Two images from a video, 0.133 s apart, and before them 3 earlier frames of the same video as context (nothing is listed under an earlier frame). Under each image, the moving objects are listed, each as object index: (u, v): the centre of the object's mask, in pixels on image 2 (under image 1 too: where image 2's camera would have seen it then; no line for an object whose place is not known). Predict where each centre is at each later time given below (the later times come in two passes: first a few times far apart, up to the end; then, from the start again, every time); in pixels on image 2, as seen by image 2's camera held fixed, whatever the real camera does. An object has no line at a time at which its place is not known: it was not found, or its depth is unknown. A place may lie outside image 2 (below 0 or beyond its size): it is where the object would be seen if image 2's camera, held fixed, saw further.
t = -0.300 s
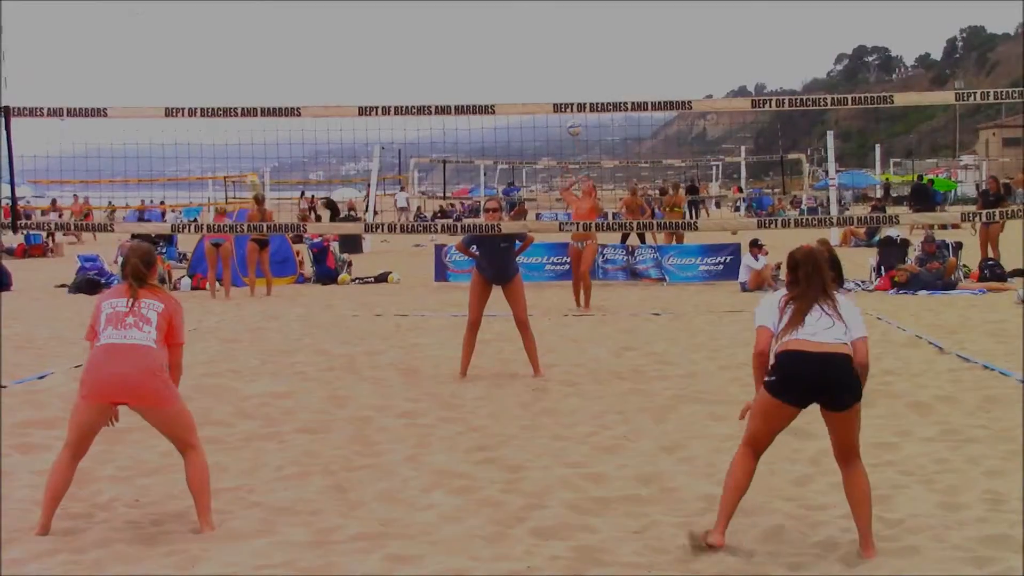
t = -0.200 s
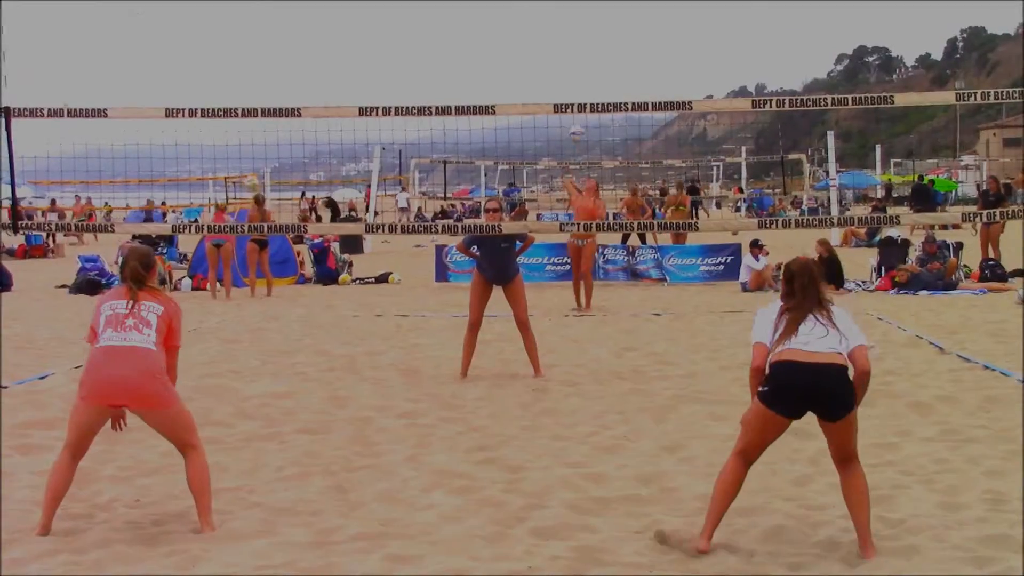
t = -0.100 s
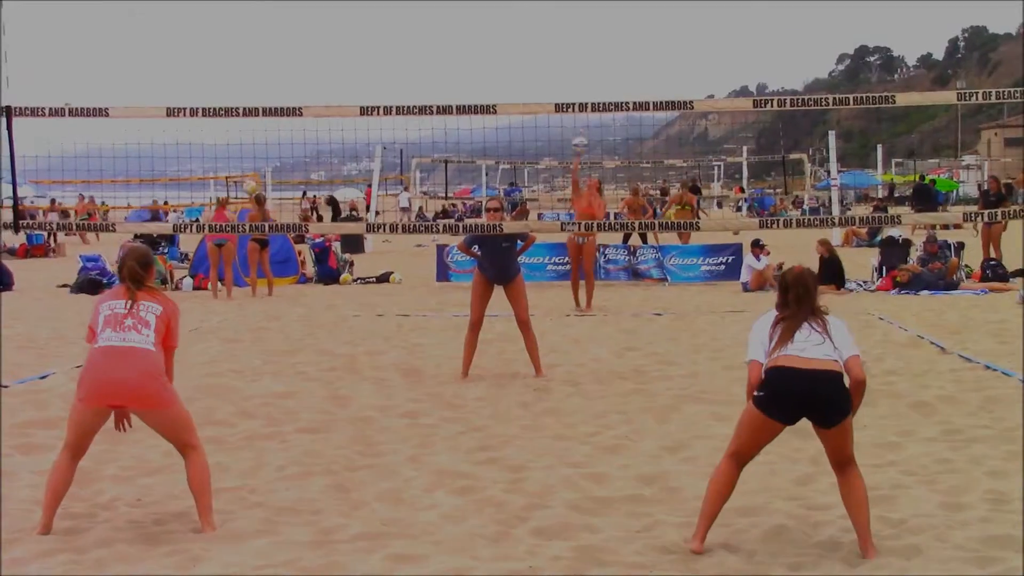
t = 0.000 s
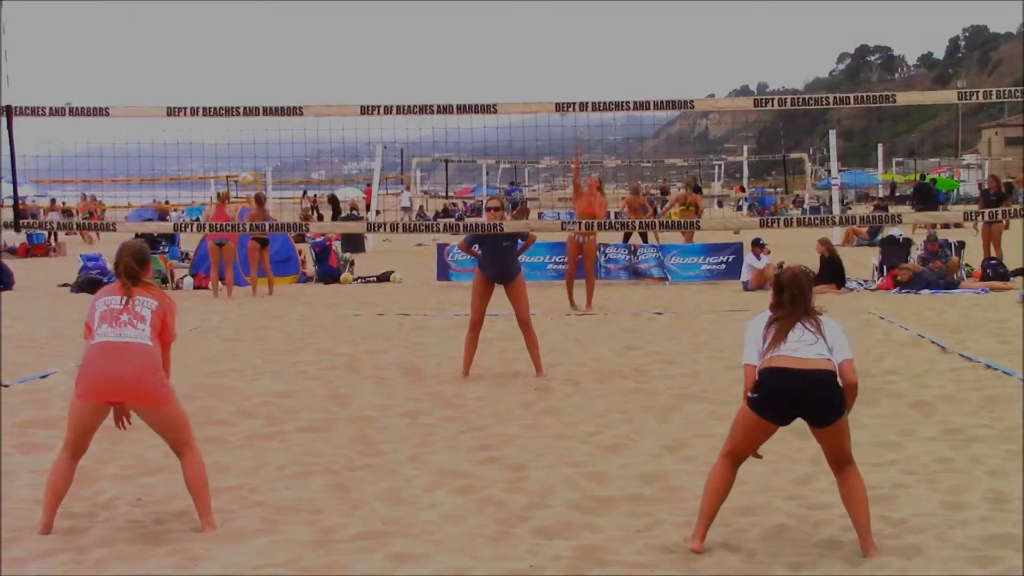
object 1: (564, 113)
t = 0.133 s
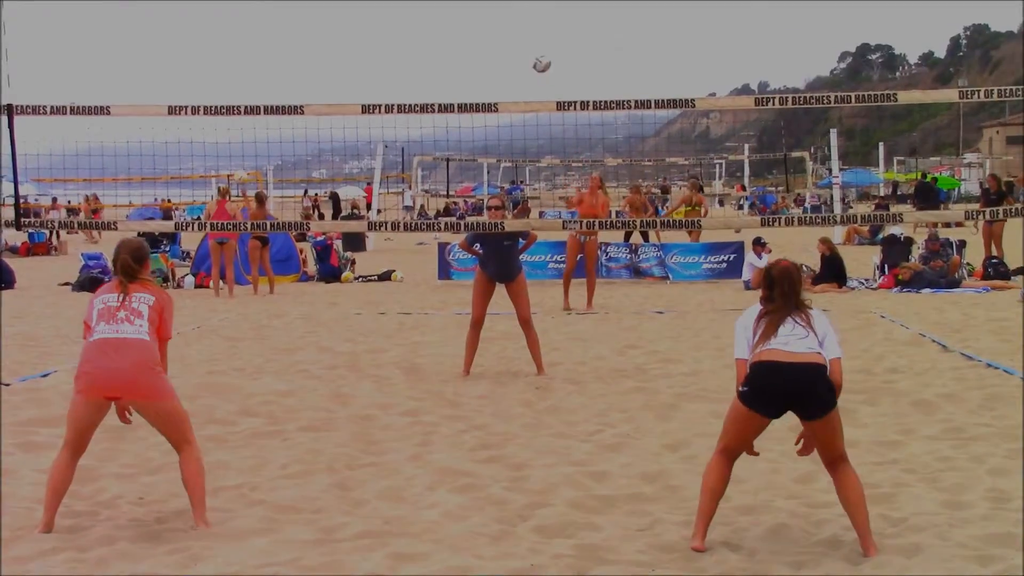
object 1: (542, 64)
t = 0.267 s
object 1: (518, 32)
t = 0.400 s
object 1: (491, 10)
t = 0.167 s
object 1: (536, 55)
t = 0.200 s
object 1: (529, 46)
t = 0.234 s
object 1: (524, 38)
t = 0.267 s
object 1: (518, 32)
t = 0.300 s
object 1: (510, 23)
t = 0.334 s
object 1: (504, 18)
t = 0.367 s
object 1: (498, 13)
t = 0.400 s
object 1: (491, 10)
